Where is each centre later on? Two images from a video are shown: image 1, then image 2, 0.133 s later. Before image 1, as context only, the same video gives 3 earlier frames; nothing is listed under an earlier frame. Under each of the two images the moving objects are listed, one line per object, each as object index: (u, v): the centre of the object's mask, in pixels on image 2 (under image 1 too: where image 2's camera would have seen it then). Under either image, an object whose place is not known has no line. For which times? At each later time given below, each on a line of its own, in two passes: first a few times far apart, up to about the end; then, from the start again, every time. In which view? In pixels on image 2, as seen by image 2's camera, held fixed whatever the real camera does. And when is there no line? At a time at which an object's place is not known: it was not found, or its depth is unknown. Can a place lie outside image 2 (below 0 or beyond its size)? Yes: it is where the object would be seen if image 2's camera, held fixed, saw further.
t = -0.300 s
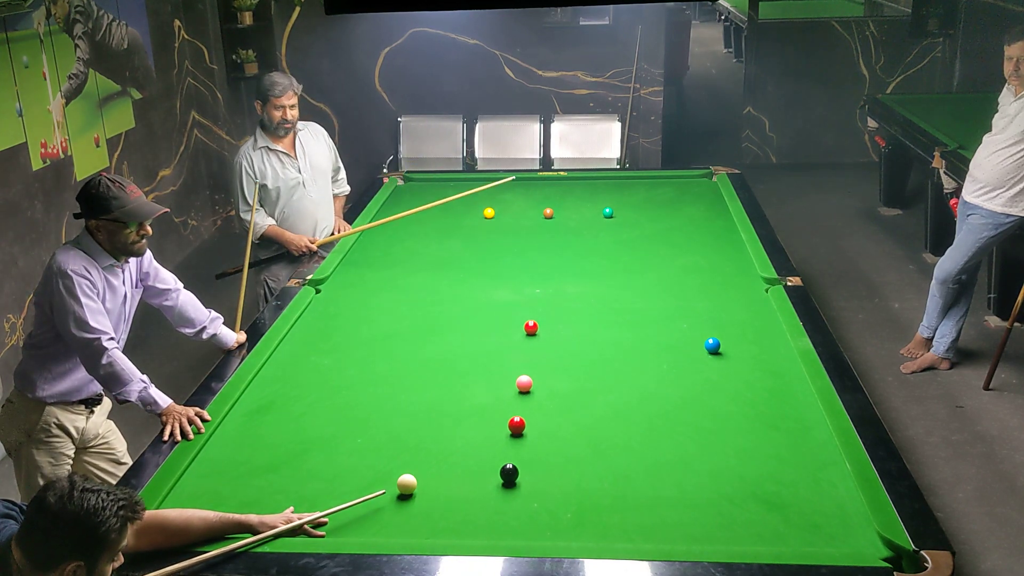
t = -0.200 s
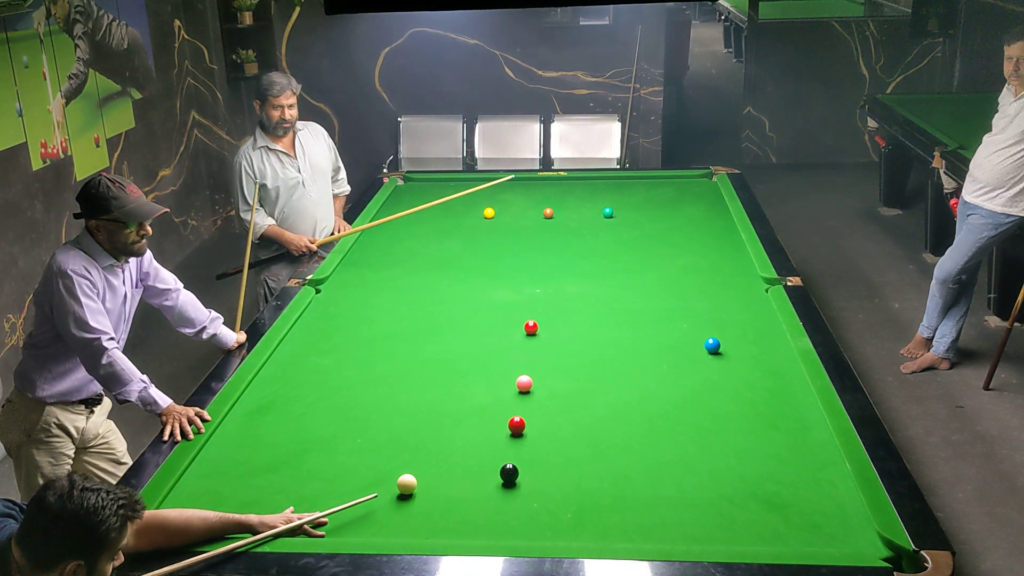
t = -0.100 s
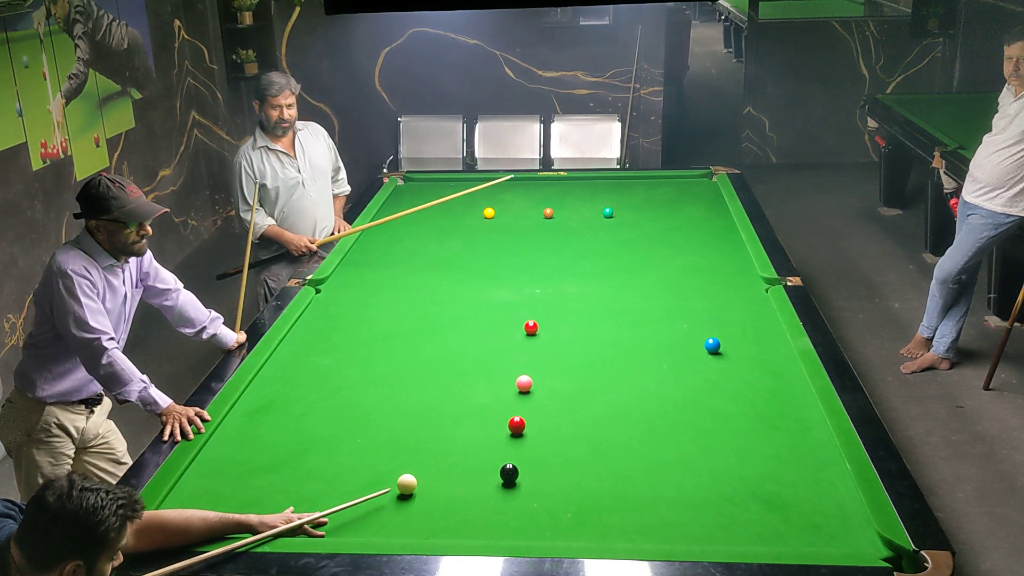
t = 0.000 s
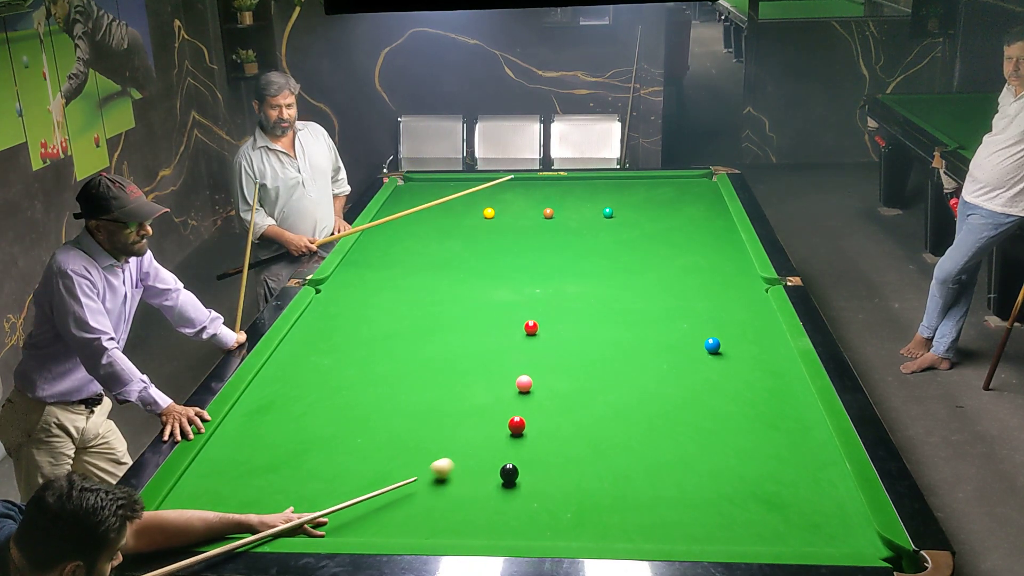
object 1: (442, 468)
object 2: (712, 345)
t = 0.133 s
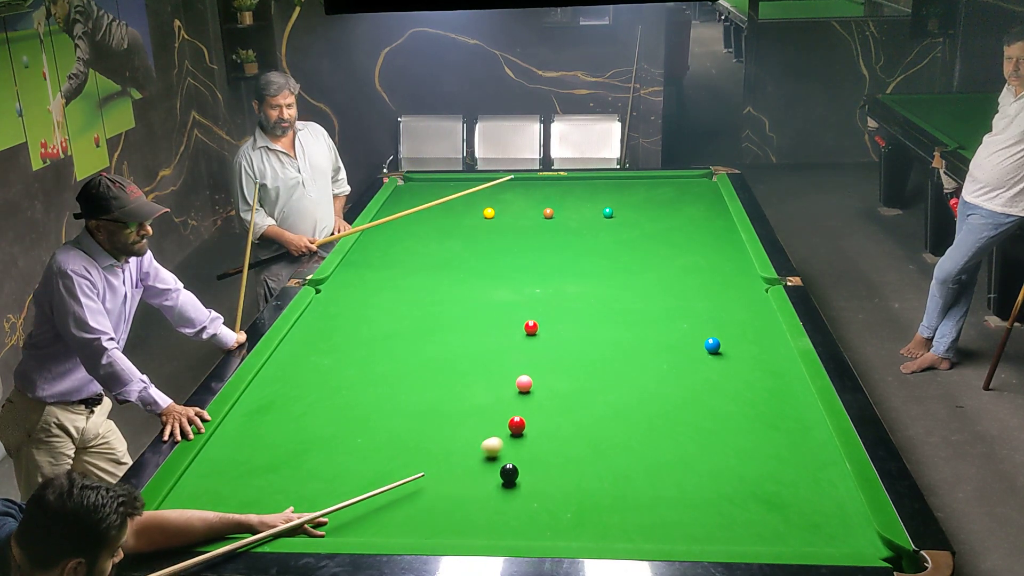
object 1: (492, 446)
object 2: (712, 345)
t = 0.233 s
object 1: (525, 432)
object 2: (712, 345)
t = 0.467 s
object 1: (596, 402)
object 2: (712, 345)
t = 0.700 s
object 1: (658, 376)
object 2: (712, 345)
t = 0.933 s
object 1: (713, 353)
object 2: (712, 342)
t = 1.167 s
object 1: (771, 341)
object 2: (705, 337)
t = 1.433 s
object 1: (736, 331)
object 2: (697, 329)
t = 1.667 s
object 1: (704, 325)
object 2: (686, 322)
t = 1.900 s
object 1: (690, 322)
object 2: (663, 314)
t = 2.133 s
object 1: (678, 318)
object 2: (642, 307)
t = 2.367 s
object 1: (667, 316)
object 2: (623, 301)
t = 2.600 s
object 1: (658, 313)
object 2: (606, 295)
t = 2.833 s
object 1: (651, 311)
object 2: (591, 290)
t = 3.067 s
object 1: (645, 310)
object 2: (577, 286)
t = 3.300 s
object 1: (640, 309)
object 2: (565, 282)
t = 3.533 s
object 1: (637, 308)
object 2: (554, 278)
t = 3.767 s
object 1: (635, 307)
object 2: (545, 275)
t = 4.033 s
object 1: (634, 307)
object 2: (535, 272)
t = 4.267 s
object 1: (634, 307)
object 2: (528, 270)
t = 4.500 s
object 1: (634, 307)
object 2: (523, 268)
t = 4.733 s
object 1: (634, 307)
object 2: (518, 266)
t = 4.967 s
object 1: (634, 307)
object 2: (514, 265)
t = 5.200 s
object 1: (634, 307)
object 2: (511, 264)
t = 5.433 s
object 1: (634, 306)
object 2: (508, 263)
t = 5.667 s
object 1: (634, 306)
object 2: (507, 262)
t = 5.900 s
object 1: (634, 306)
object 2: (506, 262)
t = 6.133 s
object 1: (634, 306)
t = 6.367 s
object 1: (634, 306)
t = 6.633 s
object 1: (634, 306)
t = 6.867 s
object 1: (634, 306)
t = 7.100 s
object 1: (634, 306)
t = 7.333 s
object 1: (634, 306)
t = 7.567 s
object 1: (634, 306)
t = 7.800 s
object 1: (634, 306)
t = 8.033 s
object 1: (634, 306)
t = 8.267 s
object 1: (634, 306)
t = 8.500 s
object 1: (634, 306)
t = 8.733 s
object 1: (634, 306)
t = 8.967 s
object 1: (634, 306)
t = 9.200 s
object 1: (634, 306)
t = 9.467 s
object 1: (634, 306)
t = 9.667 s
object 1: (634, 306)
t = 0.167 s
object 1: (504, 441)
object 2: (712, 345)
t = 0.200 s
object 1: (515, 437)
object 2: (712, 345)
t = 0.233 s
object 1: (525, 432)
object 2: (712, 345)
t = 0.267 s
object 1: (536, 427)
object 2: (712, 345)
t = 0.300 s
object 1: (547, 423)
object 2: (712, 345)
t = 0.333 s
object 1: (557, 419)
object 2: (712, 345)
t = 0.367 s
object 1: (567, 414)
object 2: (712, 345)
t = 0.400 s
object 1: (576, 410)
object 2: (712, 345)
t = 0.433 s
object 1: (586, 406)
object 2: (712, 345)
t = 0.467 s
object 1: (596, 402)
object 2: (712, 345)
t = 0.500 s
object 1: (605, 398)
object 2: (712, 345)
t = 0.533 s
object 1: (614, 394)
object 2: (712, 345)
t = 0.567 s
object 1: (623, 390)
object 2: (712, 345)
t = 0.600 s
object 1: (632, 387)
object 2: (712, 345)
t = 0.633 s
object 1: (641, 383)
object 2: (712, 345)
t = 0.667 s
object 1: (649, 380)
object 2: (712, 345)
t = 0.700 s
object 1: (658, 376)
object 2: (712, 345)
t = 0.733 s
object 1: (666, 372)
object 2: (712, 345)
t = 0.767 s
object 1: (674, 369)
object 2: (712, 345)
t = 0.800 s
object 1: (682, 366)
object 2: (712, 345)
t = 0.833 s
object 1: (690, 363)
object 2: (712, 345)
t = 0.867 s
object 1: (698, 359)
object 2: (712, 345)
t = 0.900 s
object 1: (705, 356)
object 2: (713, 344)
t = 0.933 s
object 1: (713, 353)
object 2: (712, 342)
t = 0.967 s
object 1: (720, 350)
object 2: (710, 343)
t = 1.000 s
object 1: (729, 349)
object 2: (711, 343)
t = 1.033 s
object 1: (738, 347)
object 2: (709, 342)
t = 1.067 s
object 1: (746, 345)
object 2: (708, 341)
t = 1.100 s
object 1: (754, 344)
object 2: (707, 340)
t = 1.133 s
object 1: (763, 342)
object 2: (706, 339)
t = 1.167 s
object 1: (771, 341)
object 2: (705, 337)
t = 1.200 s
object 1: (779, 339)
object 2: (704, 336)
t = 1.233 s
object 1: (774, 338)
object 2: (703, 335)
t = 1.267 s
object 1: (767, 337)
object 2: (702, 334)
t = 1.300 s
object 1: (760, 336)
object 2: (701, 333)
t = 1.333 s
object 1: (754, 335)
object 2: (700, 332)
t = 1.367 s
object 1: (748, 333)
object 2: (699, 331)
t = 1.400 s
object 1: (742, 332)
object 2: (698, 330)
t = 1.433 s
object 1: (736, 331)
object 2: (697, 329)
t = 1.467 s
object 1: (731, 330)
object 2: (696, 328)
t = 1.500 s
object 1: (725, 329)
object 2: (695, 327)
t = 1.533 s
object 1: (720, 328)
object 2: (694, 326)
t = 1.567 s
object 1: (714, 327)
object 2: (693, 326)
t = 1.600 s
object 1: (709, 326)
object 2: (692, 325)
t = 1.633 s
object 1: (706, 326)
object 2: (690, 323)
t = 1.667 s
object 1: (704, 325)
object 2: (686, 322)
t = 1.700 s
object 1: (702, 325)
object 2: (682, 321)
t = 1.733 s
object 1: (700, 324)
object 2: (679, 320)
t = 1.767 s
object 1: (698, 324)
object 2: (675, 319)
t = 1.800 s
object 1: (696, 323)
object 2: (672, 318)
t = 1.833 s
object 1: (694, 323)
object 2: (669, 317)
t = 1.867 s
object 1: (692, 322)
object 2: (666, 315)
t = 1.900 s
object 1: (690, 322)
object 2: (663, 314)
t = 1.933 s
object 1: (688, 321)
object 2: (660, 313)
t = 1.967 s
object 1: (686, 321)
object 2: (657, 312)
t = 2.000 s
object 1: (684, 320)
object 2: (653, 311)
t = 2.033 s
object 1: (683, 320)
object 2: (651, 310)
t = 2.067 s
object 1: (681, 319)
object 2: (648, 309)
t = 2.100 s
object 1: (679, 318)
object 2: (645, 308)
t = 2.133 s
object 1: (678, 318)
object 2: (642, 307)
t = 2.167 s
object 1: (676, 318)
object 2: (639, 306)
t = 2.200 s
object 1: (674, 317)
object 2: (636, 305)
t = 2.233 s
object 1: (673, 317)
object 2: (634, 304)
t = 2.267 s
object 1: (671, 317)
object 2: (631, 303)
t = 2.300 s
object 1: (670, 316)
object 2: (629, 302)
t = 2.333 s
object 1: (668, 316)
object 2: (626, 302)
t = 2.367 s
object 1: (667, 316)
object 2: (623, 301)
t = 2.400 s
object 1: (666, 315)
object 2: (621, 300)
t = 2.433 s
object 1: (664, 315)
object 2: (618, 299)
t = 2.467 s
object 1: (663, 315)
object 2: (616, 298)
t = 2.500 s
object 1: (662, 314)
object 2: (613, 298)
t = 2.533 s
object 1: (660, 314)
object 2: (611, 297)
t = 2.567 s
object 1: (659, 314)
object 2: (608, 296)
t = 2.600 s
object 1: (658, 313)
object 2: (606, 295)
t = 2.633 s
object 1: (657, 313)
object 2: (604, 294)
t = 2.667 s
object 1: (656, 313)
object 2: (602, 294)
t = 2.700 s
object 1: (655, 312)
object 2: (599, 293)
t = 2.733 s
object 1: (654, 312)
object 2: (597, 292)
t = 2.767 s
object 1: (653, 312)
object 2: (595, 292)
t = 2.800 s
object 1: (652, 311)
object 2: (593, 291)
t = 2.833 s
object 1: (651, 311)
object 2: (591, 290)
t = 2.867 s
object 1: (650, 311)
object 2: (589, 289)
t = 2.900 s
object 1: (649, 311)
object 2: (587, 289)
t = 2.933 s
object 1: (648, 310)
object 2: (585, 288)
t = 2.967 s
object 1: (647, 310)
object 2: (583, 288)
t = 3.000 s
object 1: (646, 310)
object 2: (581, 287)
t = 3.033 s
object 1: (645, 310)
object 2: (579, 286)
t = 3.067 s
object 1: (645, 310)
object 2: (577, 286)
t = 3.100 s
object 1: (644, 310)
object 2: (575, 285)
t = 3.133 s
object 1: (643, 309)
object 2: (573, 284)
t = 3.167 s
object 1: (643, 309)
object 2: (572, 284)
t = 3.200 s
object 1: (642, 309)
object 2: (570, 283)
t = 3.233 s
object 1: (641, 309)
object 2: (568, 283)
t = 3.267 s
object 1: (641, 309)
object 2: (567, 282)
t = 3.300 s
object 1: (640, 309)
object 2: (565, 282)
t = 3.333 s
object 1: (640, 309)
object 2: (563, 281)
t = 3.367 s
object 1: (639, 308)
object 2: (562, 280)
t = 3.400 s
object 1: (639, 308)
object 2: (560, 280)
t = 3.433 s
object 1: (638, 308)
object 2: (559, 280)
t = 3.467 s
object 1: (638, 308)
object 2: (557, 279)
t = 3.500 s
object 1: (637, 308)
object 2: (556, 279)
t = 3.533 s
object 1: (637, 308)
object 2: (554, 278)
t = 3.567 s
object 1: (637, 308)
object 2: (553, 278)
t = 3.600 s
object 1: (636, 308)
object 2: (551, 277)
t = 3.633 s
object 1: (636, 308)
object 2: (550, 277)
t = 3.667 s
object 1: (636, 308)
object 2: (549, 276)
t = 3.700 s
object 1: (635, 308)
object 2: (547, 276)
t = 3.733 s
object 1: (635, 307)
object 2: (546, 275)
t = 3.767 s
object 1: (635, 307)
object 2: (545, 275)
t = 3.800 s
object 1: (635, 307)
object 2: (544, 274)
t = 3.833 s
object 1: (635, 307)
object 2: (542, 274)
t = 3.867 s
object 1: (634, 307)
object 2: (541, 274)
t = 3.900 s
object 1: (634, 307)
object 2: (540, 273)
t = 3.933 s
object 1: (634, 307)
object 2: (539, 273)
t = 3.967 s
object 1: (634, 307)
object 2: (538, 273)
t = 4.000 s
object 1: (634, 307)
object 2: (536, 272)
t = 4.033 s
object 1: (634, 307)
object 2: (535, 272)
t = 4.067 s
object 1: (634, 307)
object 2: (534, 272)
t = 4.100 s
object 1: (634, 307)
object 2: (533, 271)
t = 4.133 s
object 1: (634, 307)
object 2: (532, 271)
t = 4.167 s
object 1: (634, 307)
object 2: (531, 271)
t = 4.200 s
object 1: (634, 307)
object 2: (530, 270)
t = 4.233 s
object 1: (634, 307)
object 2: (529, 270)
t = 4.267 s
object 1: (634, 307)
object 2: (528, 270)
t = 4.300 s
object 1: (634, 307)
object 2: (528, 269)
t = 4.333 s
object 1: (634, 307)
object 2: (527, 269)
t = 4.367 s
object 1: (634, 307)
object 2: (526, 269)
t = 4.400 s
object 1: (634, 307)
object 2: (525, 269)
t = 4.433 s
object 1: (634, 307)
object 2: (524, 268)
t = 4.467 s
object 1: (634, 307)
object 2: (523, 268)
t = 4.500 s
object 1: (634, 307)
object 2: (523, 268)
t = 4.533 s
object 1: (634, 307)
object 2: (522, 267)
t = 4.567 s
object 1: (634, 307)
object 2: (521, 267)
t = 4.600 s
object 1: (634, 307)
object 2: (520, 267)
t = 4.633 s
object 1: (634, 307)
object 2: (520, 267)
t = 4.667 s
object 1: (634, 307)
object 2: (519, 267)
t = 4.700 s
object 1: (634, 307)
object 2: (518, 266)
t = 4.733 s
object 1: (634, 307)
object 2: (518, 266)
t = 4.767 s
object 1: (634, 307)
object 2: (517, 266)
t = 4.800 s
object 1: (634, 307)
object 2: (517, 266)
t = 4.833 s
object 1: (634, 307)
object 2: (516, 265)
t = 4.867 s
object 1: (634, 307)
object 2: (515, 265)
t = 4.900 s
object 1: (634, 307)
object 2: (515, 265)
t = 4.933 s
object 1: (634, 307)
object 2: (514, 265)
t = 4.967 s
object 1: (634, 307)
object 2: (514, 265)
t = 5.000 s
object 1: (634, 307)
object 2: (513, 265)
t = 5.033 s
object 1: (634, 307)
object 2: (513, 264)
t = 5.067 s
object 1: (634, 307)
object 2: (512, 264)
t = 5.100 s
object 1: (634, 307)
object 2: (512, 264)
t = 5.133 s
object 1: (634, 307)
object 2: (512, 264)
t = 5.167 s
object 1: (634, 307)
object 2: (511, 264)
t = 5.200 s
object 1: (634, 307)
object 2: (511, 264)
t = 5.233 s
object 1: (634, 307)
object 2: (510, 264)
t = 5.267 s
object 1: (634, 307)
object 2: (510, 263)
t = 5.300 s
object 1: (634, 307)
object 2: (510, 263)
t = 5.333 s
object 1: (634, 306)
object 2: (509, 263)
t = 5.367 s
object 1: (634, 306)
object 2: (509, 263)
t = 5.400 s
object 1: (634, 306)
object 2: (509, 263)
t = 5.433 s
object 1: (634, 306)
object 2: (508, 263)
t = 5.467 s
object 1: (634, 306)
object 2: (508, 263)
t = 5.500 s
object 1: (634, 306)
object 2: (508, 263)
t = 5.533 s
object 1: (634, 306)
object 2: (508, 263)
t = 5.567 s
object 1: (634, 306)
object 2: (507, 263)
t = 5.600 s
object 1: (634, 306)
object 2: (507, 262)
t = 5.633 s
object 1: (634, 306)
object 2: (507, 263)
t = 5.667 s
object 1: (634, 306)
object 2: (507, 262)
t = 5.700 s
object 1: (634, 306)
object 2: (507, 262)
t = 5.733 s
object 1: (634, 306)
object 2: (507, 262)
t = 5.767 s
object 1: (634, 306)
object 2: (507, 262)
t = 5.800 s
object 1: (634, 306)
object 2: (507, 262)
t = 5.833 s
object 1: (634, 306)
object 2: (507, 262)
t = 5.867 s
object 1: (634, 306)
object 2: (506, 262)
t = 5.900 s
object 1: (634, 306)
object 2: (506, 262)
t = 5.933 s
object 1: (634, 306)
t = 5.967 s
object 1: (634, 306)
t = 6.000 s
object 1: (634, 306)
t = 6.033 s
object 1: (634, 306)
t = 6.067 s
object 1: (634, 306)
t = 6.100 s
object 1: (634, 306)
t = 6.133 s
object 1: (634, 306)
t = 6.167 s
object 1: (634, 306)
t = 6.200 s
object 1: (634, 306)
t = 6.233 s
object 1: (634, 306)
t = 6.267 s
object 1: (634, 306)
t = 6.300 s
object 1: (634, 306)
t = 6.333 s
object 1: (634, 306)
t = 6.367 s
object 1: (634, 306)
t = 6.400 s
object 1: (634, 306)
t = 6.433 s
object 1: (634, 306)
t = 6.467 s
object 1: (634, 306)
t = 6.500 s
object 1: (634, 306)
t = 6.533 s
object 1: (634, 306)
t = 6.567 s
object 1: (634, 306)
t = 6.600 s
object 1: (634, 306)
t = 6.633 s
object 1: (634, 306)
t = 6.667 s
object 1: (634, 306)
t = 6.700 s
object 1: (634, 306)
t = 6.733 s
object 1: (634, 306)
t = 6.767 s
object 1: (634, 306)
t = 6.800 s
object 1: (634, 306)
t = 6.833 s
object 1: (634, 306)
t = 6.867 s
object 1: (634, 306)
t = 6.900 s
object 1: (634, 306)
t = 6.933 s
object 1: (634, 306)
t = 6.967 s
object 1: (634, 306)
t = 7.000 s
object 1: (634, 306)
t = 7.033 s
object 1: (634, 306)
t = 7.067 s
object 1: (634, 306)
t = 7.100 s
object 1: (634, 306)
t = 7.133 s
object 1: (634, 306)
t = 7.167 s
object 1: (634, 306)
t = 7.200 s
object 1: (634, 306)
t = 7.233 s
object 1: (634, 306)
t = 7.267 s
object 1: (634, 306)
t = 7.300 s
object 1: (634, 306)
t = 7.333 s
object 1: (634, 306)
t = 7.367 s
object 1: (634, 306)
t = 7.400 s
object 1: (634, 306)
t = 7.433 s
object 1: (634, 306)
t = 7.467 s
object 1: (634, 306)
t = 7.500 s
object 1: (634, 306)
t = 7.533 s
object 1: (634, 306)
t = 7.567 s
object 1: (634, 306)
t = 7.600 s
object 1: (634, 306)
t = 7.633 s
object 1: (634, 306)
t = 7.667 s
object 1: (634, 306)
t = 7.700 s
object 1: (634, 306)
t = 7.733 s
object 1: (634, 306)
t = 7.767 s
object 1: (634, 306)
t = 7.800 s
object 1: (634, 306)
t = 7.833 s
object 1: (634, 306)
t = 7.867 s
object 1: (634, 306)
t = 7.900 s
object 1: (634, 306)
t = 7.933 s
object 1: (634, 306)
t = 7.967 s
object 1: (634, 306)
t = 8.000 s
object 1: (634, 306)
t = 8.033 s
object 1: (634, 306)
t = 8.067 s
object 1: (634, 306)
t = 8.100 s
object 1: (634, 306)
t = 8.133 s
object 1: (634, 306)
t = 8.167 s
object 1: (634, 306)
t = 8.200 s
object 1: (634, 306)
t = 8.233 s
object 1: (634, 306)
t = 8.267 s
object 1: (634, 306)
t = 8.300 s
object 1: (634, 306)
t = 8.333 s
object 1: (634, 306)
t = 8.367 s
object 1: (634, 306)
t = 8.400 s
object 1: (634, 306)
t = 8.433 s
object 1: (634, 306)
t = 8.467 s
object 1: (634, 306)
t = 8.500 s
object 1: (634, 306)
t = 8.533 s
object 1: (634, 306)
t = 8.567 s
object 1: (634, 306)
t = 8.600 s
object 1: (634, 306)
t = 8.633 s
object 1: (634, 306)
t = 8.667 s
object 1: (634, 306)
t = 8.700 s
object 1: (634, 306)
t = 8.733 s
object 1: (634, 306)
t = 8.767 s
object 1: (634, 306)
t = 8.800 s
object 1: (634, 306)
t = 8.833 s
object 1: (634, 306)
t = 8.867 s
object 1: (634, 306)
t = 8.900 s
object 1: (634, 306)
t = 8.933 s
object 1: (634, 306)
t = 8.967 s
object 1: (634, 306)
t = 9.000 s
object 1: (634, 306)
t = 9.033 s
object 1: (634, 306)
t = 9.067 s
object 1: (634, 306)
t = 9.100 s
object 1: (634, 306)
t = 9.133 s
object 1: (634, 306)
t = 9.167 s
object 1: (634, 306)
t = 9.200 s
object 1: (634, 306)
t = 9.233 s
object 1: (634, 306)
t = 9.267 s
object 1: (634, 306)
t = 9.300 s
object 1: (634, 306)
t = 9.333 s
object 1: (634, 306)
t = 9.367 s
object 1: (634, 306)
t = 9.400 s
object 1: (634, 306)
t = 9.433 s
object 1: (634, 306)
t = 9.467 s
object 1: (634, 306)
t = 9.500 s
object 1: (634, 306)
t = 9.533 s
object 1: (634, 306)
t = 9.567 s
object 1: (634, 306)
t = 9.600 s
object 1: (634, 306)
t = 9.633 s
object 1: (634, 306)
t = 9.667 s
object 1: (634, 306)
